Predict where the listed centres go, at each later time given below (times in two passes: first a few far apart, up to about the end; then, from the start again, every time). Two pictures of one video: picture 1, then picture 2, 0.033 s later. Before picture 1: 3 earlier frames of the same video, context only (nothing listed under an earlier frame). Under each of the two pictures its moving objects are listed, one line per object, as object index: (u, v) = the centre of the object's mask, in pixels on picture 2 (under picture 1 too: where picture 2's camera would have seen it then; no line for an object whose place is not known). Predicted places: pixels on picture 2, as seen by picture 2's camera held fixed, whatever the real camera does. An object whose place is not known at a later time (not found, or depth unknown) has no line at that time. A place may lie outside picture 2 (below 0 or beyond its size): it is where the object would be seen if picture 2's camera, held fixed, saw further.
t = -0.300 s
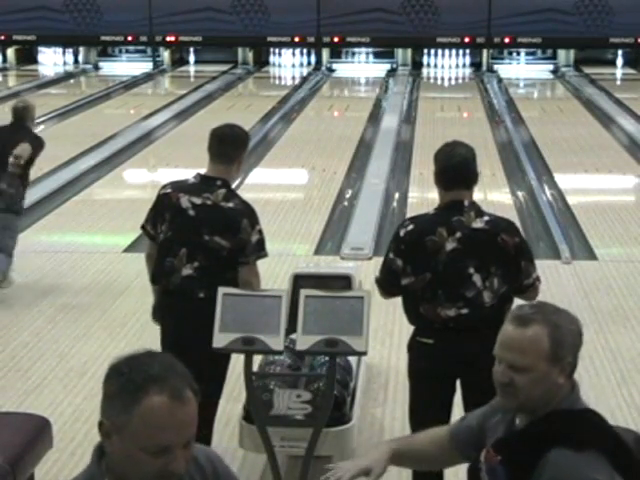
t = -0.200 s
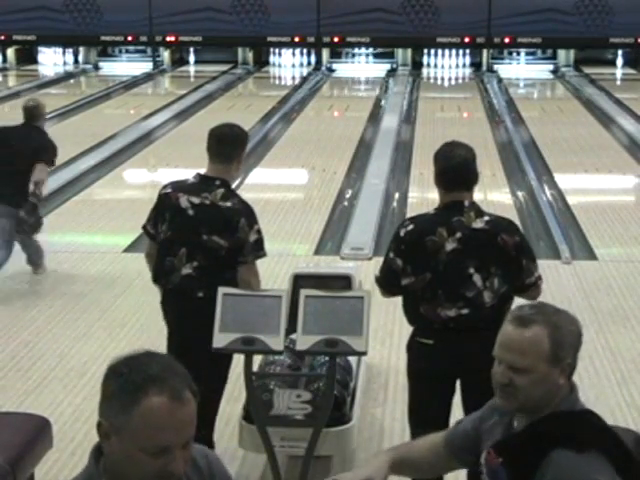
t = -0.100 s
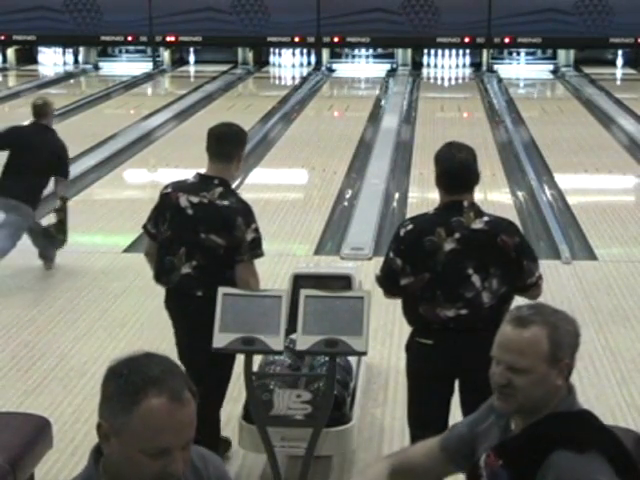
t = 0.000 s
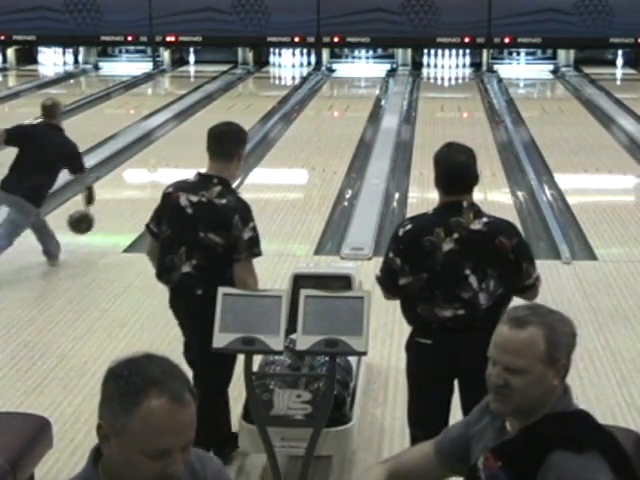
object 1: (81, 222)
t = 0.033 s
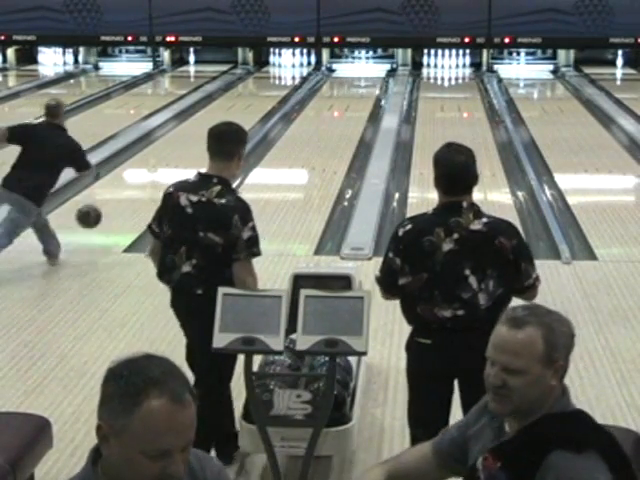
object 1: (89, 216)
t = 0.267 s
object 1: (136, 199)
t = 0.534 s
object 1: (177, 168)
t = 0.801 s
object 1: (208, 144)
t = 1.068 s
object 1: (232, 125)
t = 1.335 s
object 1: (251, 110)
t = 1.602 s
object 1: (267, 97)
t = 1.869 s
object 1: (279, 86)
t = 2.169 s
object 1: (288, 77)
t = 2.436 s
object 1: (293, 70)
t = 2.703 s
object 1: (297, 64)
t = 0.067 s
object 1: (96, 211)
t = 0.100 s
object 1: (104, 209)
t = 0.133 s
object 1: (111, 207)
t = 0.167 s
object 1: (118, 207)
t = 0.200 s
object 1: (124, 209)
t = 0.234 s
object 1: (131, 204)
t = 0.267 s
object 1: (136, 199)
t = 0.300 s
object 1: (142, 196)
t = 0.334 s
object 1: (148, 191)
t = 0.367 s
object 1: (153, 187)
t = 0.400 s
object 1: (158, 183)
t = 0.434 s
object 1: (163, 180)
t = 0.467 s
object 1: (168, 175)
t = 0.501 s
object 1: (173, 171)
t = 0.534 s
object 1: (177, 168)
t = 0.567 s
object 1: (181, 165)
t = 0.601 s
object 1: (186, 161)
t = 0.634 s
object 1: (190, 158)
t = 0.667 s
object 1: (193, 156)
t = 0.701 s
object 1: (197, 153)
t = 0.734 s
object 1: (201, 150)
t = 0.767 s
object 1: (204, 147)
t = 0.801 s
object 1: (208, 144)
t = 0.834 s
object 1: (211, 142)
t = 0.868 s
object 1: (214, 139)
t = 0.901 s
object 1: (218, 137)
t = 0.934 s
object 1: (221, 134)
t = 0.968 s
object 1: (223, 132)
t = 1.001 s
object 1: (226, 130)
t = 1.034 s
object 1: (229, 128)
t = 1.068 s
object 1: (232, 125)
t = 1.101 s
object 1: (234, 123)
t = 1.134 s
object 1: (237, 121)
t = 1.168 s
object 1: (240, 119)
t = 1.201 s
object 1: (242, 117)
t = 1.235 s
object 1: (244, 115)
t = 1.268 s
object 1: (247, 114)
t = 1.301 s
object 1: (249, 112)
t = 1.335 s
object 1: (251, 110)
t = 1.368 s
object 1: (253, 108)
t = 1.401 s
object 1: (255, 106)
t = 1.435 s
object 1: (257, 105)
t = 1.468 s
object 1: (259, 103)
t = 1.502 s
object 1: (261, 101)
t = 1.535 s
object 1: (263, 100)
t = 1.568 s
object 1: (265, 99)
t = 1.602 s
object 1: (267, 97)
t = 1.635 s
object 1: (268, 96)
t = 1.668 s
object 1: (269, 94)
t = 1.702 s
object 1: (271, 93)
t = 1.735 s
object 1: (273, 92)
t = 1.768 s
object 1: (274, 90)
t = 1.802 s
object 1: (276, 88)
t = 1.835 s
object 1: (277, 88)
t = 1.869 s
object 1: (279, 86)
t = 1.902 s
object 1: (280, 85)
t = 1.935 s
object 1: (281, 84)
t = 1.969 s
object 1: (282, 83)
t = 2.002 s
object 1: (283, 82)
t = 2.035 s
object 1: (285, 81)
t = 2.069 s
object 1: (285, 80)
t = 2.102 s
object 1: (286, 79)
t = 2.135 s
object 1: (288, 77)
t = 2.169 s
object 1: (288, 77)
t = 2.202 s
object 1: (289, 76)
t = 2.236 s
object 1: (290, 75)
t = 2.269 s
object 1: (291, 74)
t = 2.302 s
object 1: (291, 73)
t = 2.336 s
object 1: (292, 72)
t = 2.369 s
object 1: (292, 71)
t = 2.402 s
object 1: (293, 70)
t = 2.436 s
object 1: (293, 70)
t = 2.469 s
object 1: (294, 69)
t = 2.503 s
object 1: (294, 68)
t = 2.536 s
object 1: (294, 68)
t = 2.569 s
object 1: (294, 67)
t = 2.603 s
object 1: (295, 66)
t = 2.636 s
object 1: (295, 65)
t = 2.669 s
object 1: (296, 64)
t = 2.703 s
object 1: (297, 64)
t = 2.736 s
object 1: (296, 63)
